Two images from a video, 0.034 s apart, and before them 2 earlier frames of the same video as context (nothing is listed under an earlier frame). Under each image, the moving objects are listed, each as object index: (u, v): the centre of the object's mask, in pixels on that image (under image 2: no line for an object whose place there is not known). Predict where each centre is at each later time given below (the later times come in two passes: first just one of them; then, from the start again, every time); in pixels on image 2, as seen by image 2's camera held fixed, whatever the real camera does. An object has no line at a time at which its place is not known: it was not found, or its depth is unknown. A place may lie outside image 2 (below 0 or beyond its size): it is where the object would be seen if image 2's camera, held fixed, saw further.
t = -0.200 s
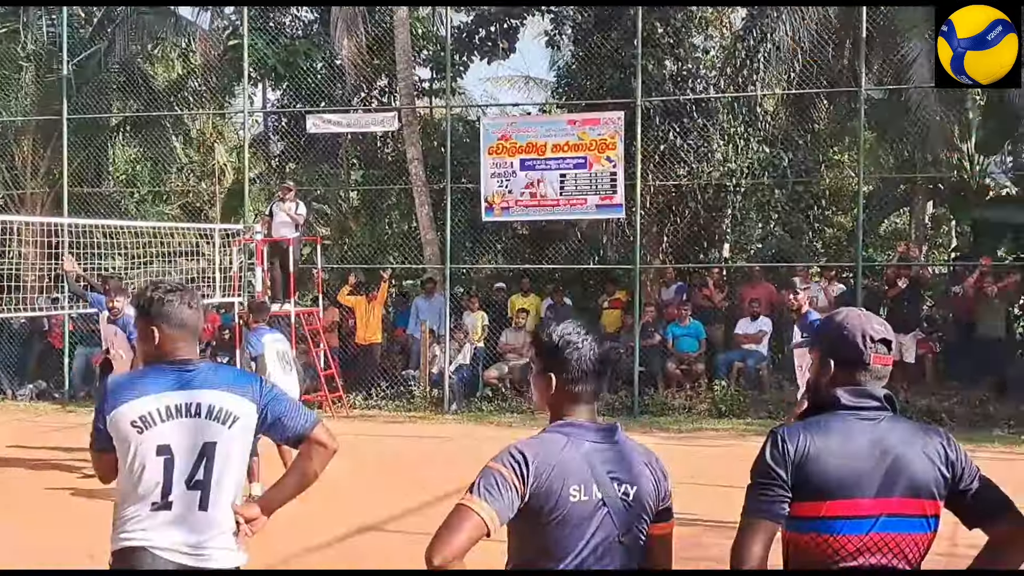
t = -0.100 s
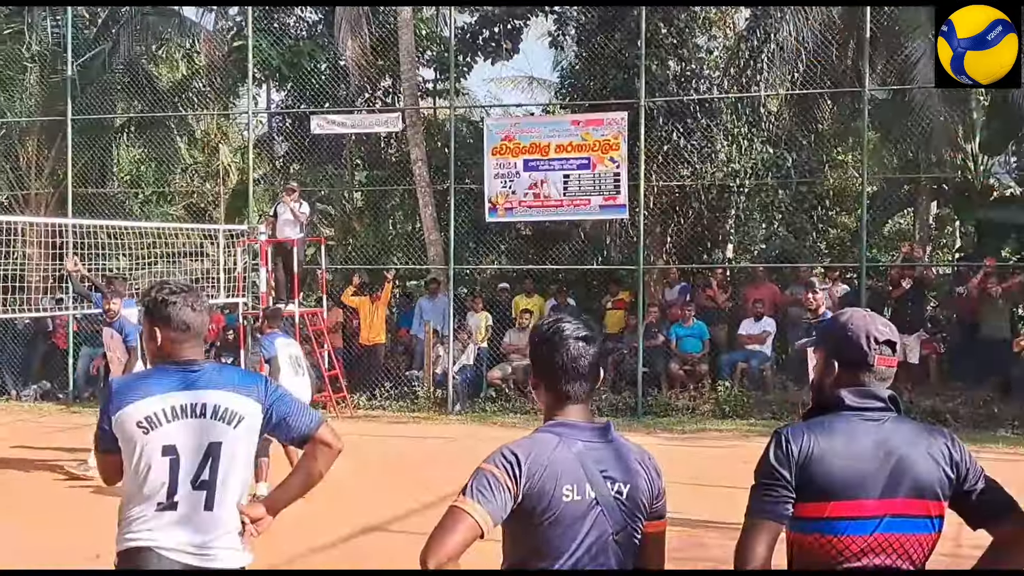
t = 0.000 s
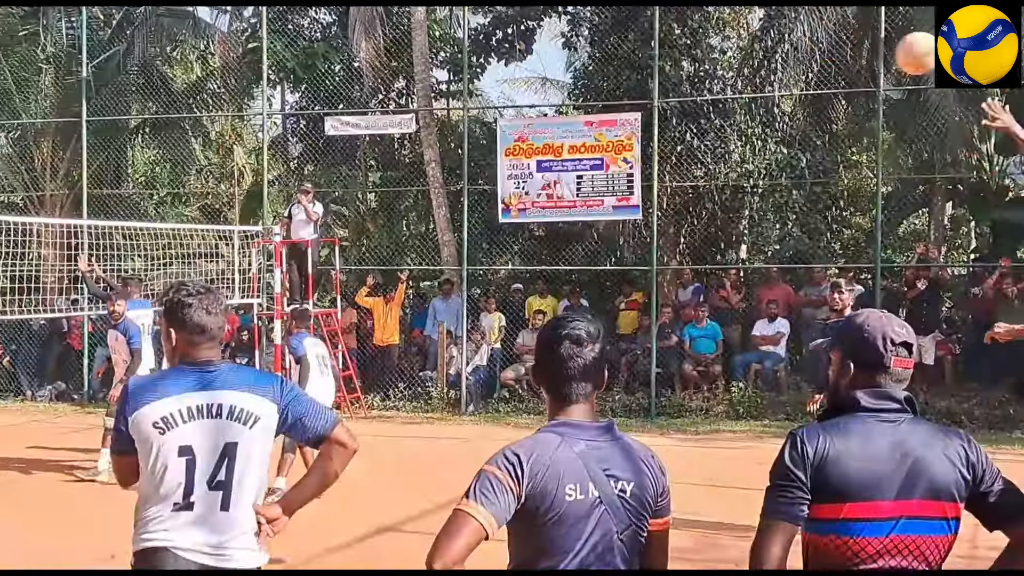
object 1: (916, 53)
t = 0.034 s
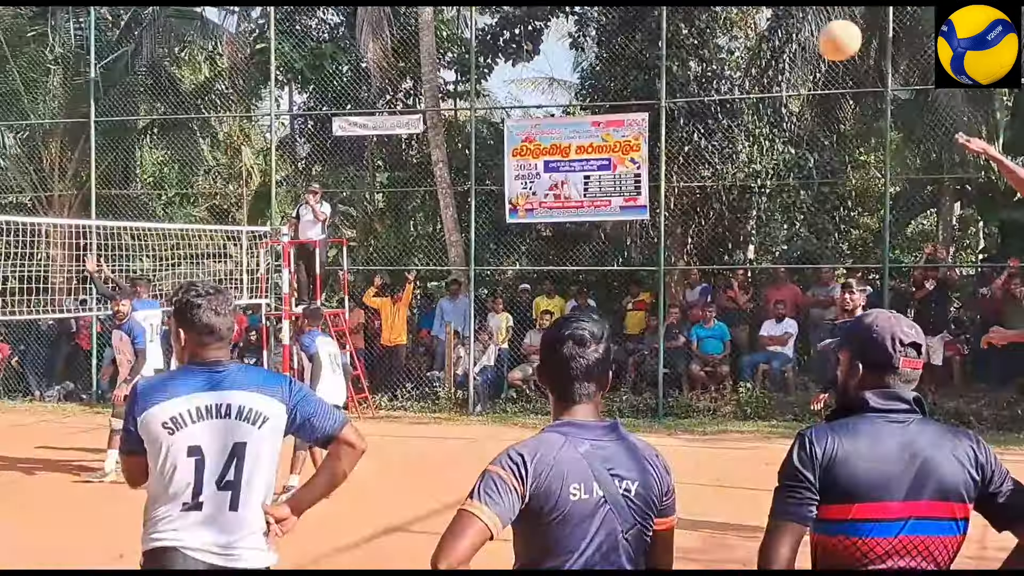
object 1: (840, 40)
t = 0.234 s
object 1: (464, 12)
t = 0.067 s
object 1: (761, 30)
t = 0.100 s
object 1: (690, 23)
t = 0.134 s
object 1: (625, 18)
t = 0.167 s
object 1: (568, 16)
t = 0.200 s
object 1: (514, 13)
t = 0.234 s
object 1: (464, 12)
